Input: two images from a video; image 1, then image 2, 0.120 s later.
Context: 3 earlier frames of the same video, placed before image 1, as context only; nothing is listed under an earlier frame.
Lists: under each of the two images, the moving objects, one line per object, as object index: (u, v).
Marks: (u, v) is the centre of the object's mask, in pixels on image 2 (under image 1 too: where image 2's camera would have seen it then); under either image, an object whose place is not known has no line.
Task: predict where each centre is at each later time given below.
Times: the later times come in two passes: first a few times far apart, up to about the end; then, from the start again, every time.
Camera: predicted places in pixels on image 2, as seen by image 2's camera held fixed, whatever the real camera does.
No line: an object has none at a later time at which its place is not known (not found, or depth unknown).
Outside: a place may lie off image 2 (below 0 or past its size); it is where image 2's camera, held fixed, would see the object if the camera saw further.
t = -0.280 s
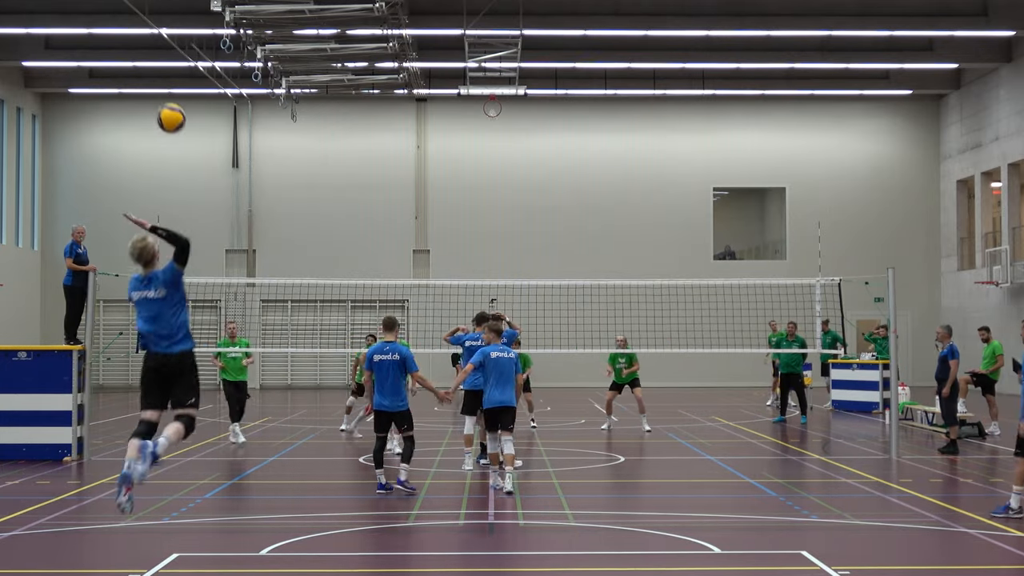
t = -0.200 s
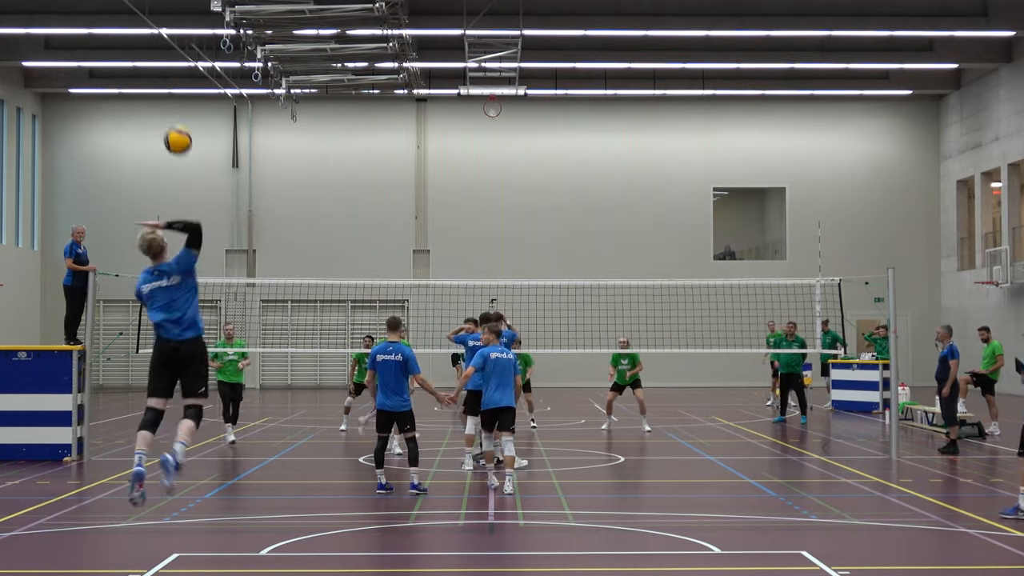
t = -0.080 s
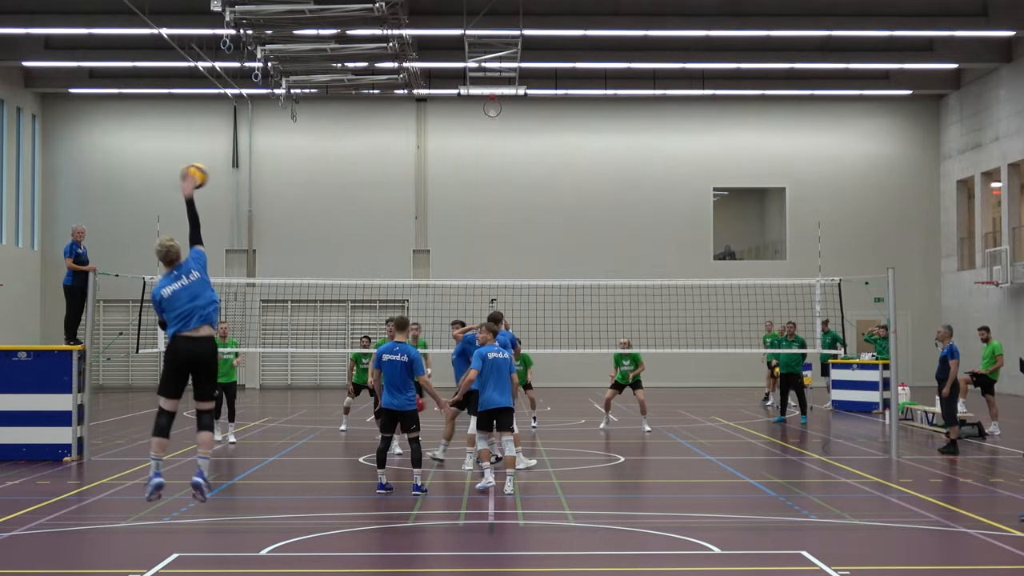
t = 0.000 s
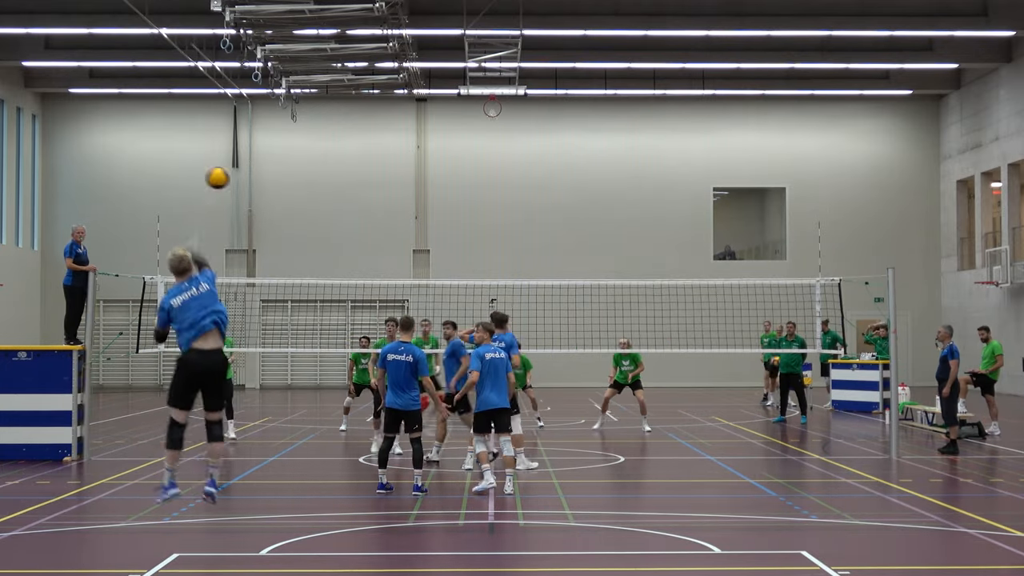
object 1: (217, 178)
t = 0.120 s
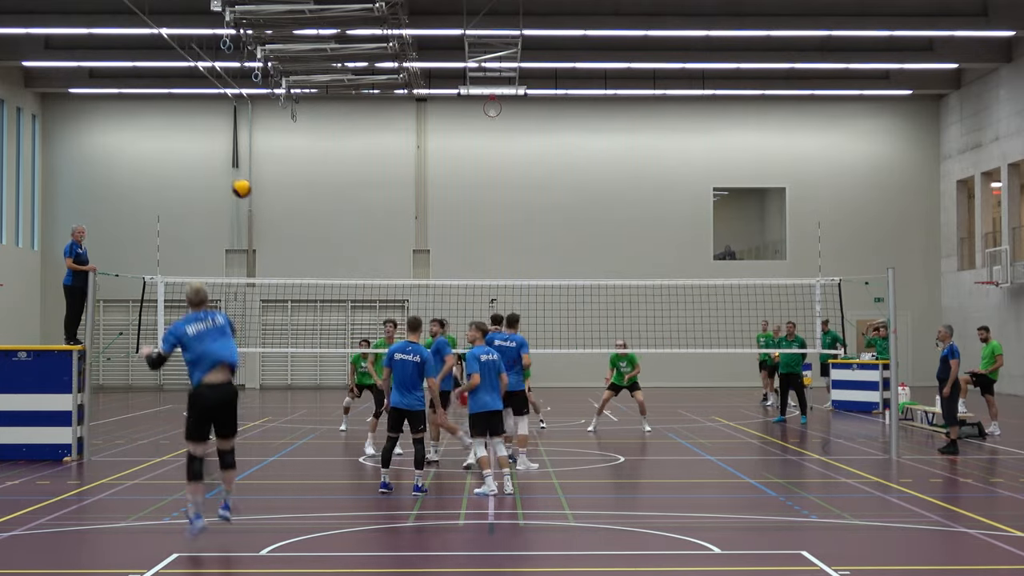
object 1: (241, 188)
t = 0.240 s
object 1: (258, 208)
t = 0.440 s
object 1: (272, 256)
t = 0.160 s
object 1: (247, 194)
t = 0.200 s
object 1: (253, 201)
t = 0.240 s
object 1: (258, 208)
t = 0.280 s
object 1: (263, 216)
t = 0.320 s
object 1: (266, 225)
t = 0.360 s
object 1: (269, 235)
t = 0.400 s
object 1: (270, 246)
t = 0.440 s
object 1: (272, 256)
